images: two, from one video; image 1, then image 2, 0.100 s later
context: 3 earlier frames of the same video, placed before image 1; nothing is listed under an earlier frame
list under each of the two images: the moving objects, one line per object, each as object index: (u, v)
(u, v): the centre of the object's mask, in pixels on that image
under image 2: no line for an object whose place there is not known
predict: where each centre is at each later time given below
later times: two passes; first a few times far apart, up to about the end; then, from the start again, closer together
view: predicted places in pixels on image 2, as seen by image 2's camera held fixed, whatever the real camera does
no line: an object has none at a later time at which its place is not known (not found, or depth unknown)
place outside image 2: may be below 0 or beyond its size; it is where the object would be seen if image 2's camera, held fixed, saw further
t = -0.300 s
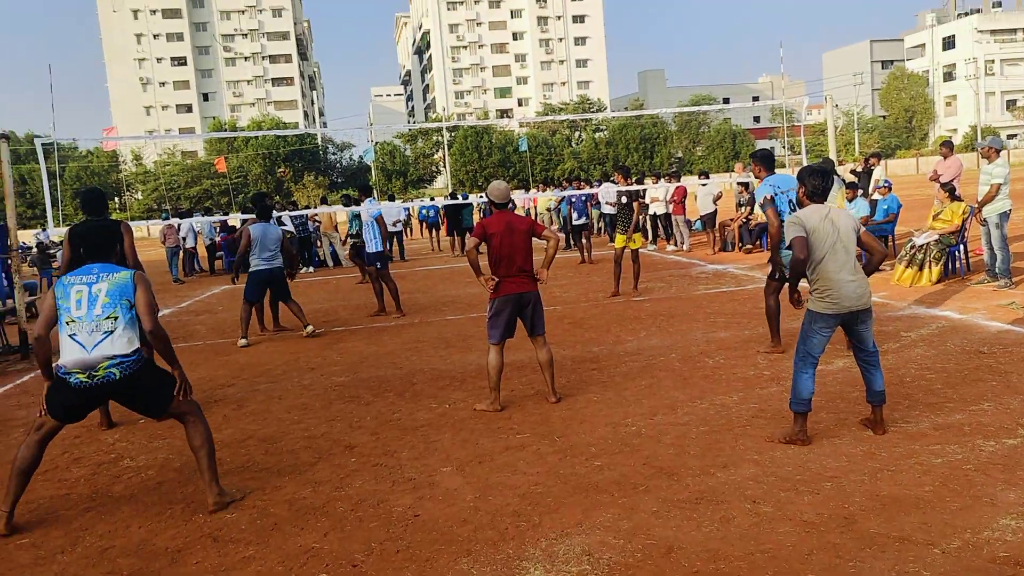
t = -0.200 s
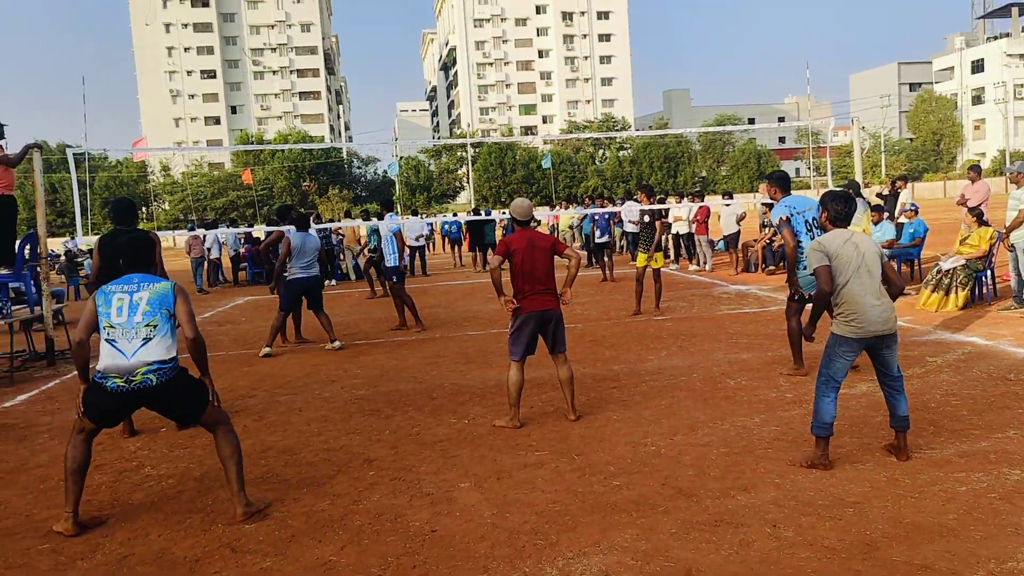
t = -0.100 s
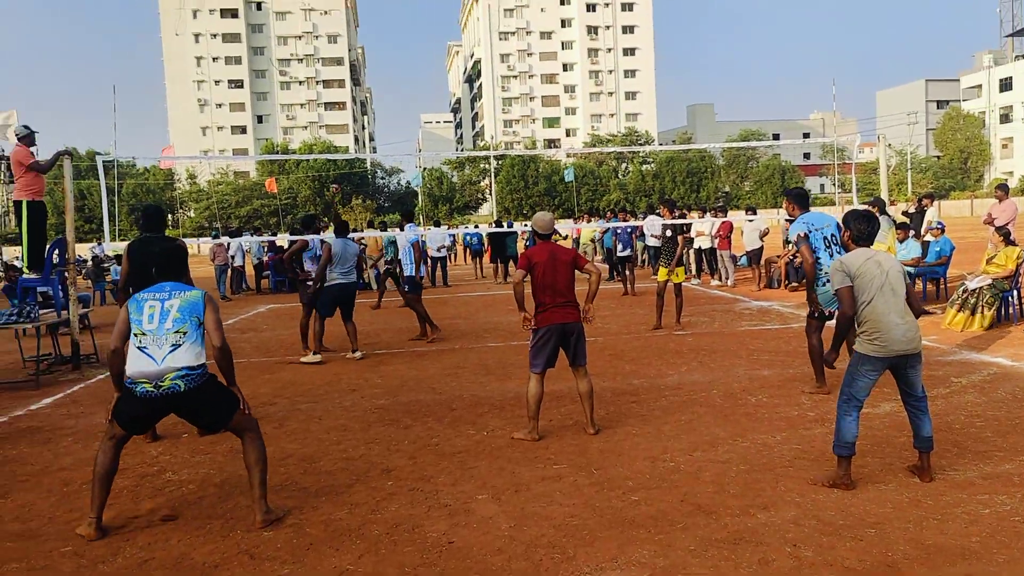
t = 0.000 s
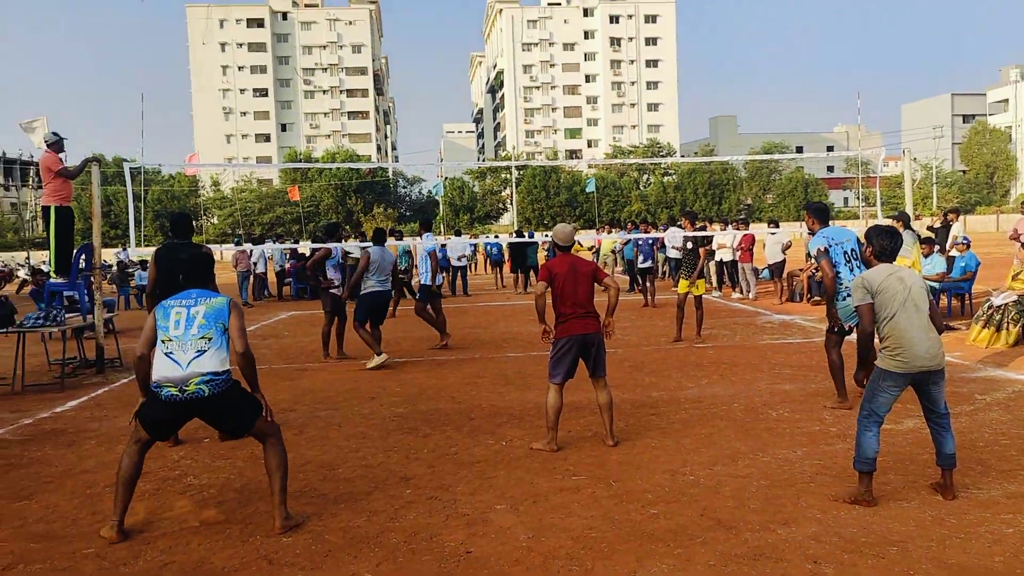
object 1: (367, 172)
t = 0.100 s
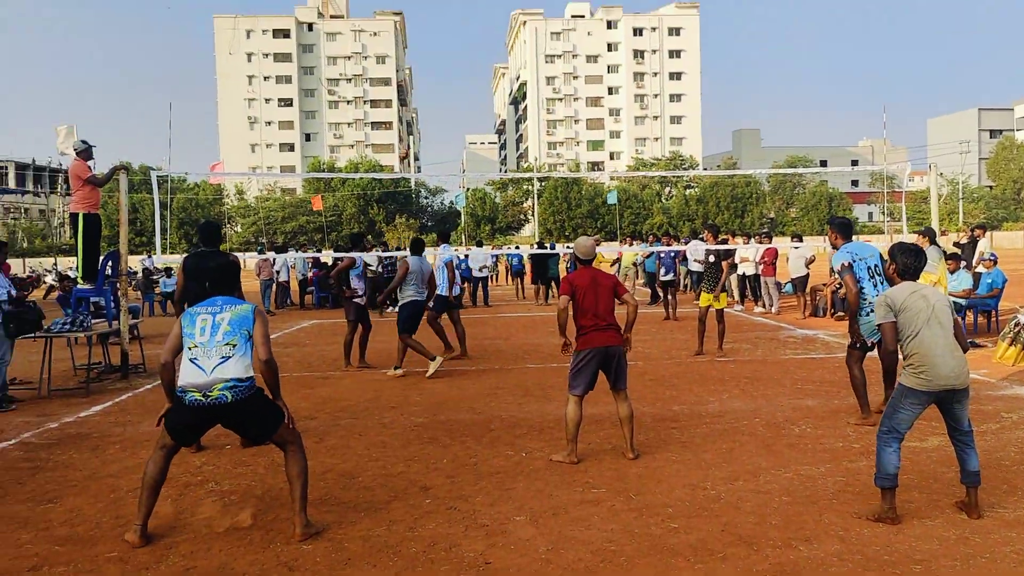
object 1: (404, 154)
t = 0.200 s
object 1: (419, 131)
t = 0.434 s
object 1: (465, 87)
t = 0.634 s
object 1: (524, 67)
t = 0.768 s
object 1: (577, 67)
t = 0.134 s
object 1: (408, 146)
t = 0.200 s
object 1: (419, 131)
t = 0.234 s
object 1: (425, 123)
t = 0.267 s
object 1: (430, 116)
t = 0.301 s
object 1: (437, 110)
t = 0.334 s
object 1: (443, 103)
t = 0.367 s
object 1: (450, 97)
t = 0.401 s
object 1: (457, 92)
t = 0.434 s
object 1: (465, 87)
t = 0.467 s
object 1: (473, 83)
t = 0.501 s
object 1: (483, 78)
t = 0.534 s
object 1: (492, 75)
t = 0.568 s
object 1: (502, 72)
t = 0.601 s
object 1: (513, 69)
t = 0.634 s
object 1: (524, 67)
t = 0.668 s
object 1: (536, 65)
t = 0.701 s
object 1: (549, 65)
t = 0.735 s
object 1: (563, 66)
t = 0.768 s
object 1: (577, 67)
